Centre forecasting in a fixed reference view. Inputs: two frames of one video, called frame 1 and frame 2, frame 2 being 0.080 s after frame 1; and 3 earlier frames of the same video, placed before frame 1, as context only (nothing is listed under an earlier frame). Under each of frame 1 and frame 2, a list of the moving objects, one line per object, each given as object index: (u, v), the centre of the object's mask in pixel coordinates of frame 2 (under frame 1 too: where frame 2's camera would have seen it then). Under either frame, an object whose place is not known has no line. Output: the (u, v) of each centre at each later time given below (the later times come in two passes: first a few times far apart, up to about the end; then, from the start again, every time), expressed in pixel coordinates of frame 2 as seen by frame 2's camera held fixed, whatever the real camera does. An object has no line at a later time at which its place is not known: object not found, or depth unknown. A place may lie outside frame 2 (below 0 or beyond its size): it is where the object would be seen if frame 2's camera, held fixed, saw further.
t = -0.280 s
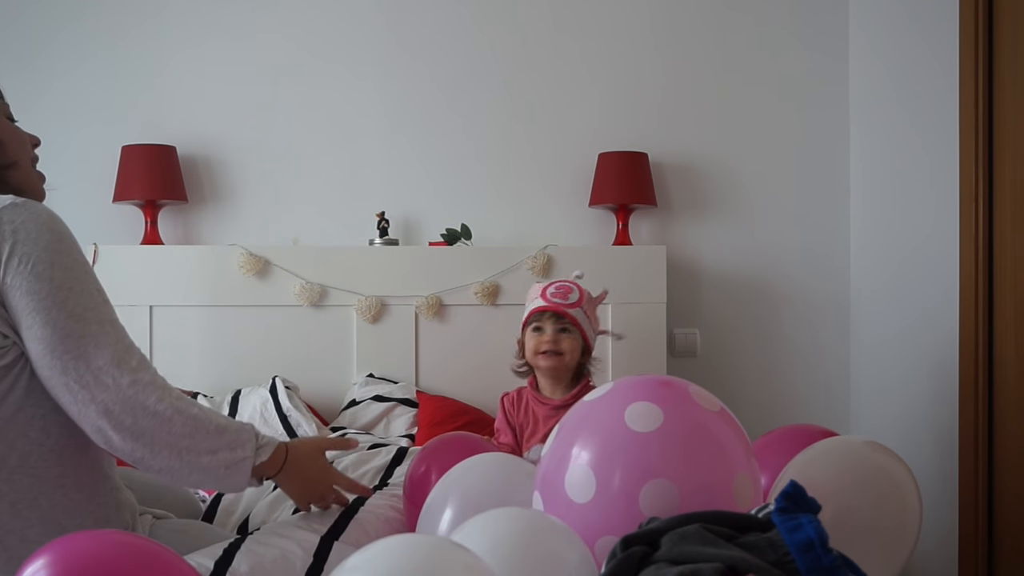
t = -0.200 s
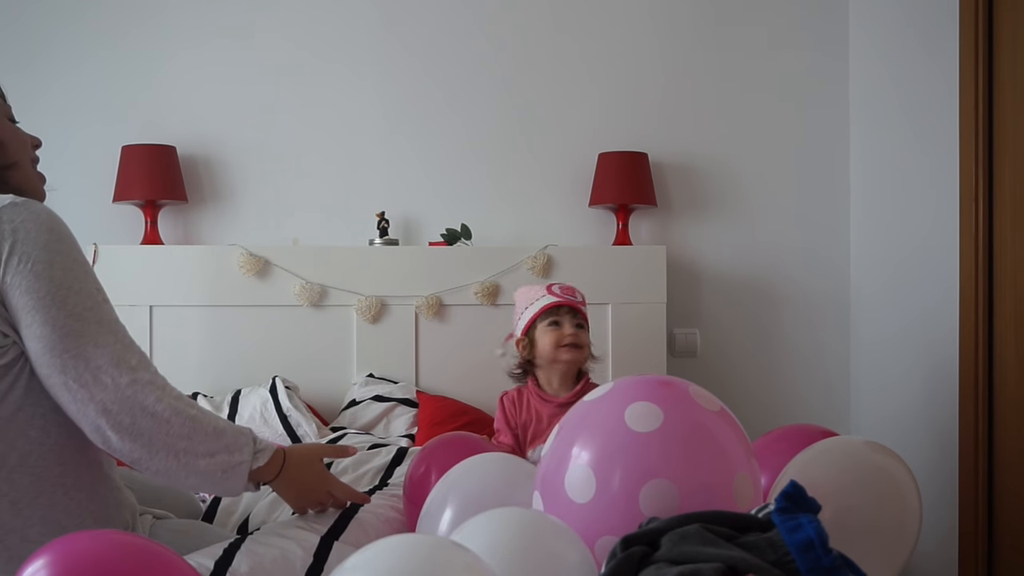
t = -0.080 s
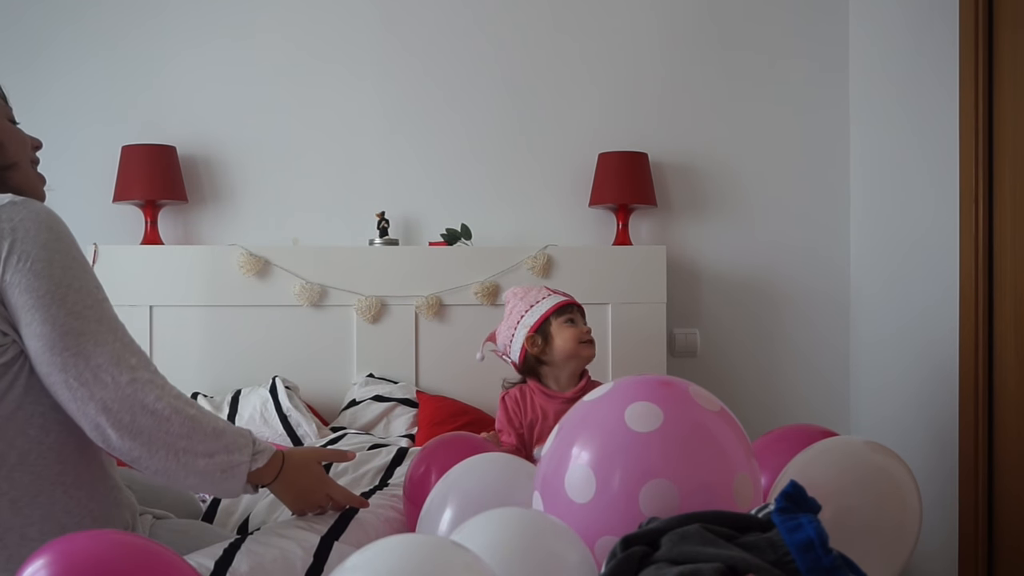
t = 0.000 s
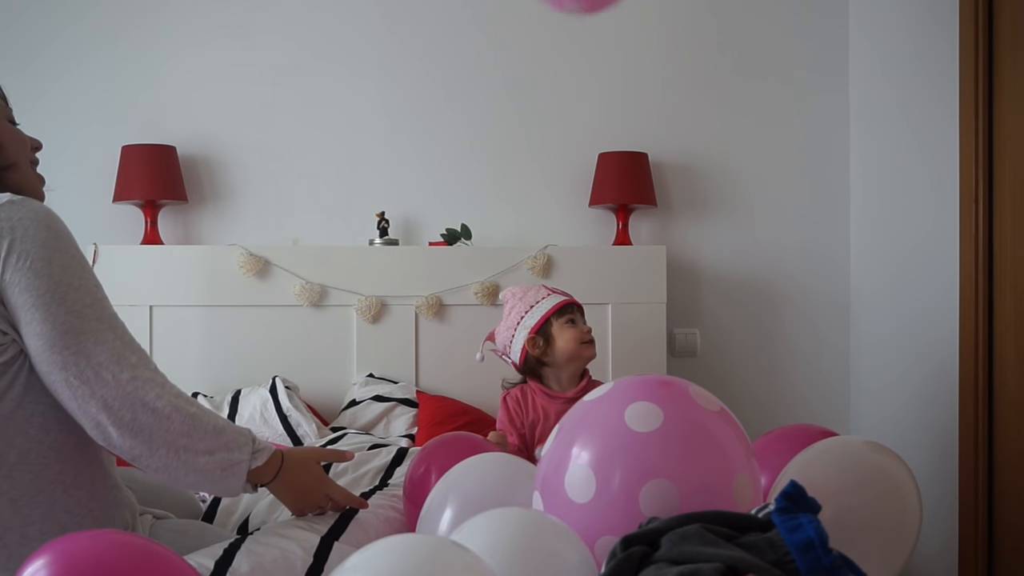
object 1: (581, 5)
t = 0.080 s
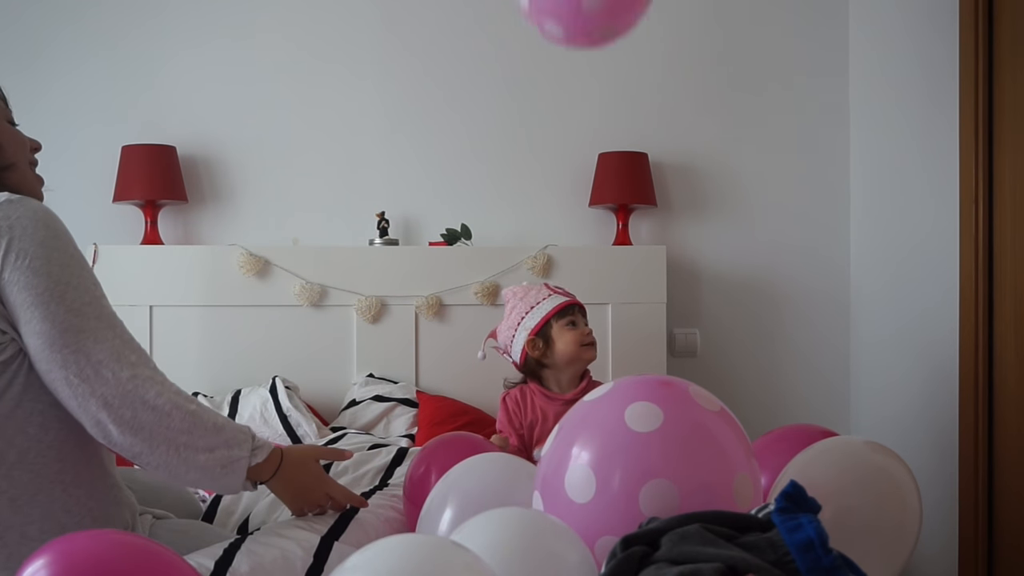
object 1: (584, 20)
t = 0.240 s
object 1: (587, 60)
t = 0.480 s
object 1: (590, 187)
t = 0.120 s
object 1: (584, 29)
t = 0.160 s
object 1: (585, 37)
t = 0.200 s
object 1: (586, 48)
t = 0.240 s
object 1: (587, 60)
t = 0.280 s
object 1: (587, 77)
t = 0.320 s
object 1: (588, 99)
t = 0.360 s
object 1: (588, 121)
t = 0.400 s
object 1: (589, 144)
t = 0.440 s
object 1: (589, 165)
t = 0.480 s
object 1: (590, 187)
